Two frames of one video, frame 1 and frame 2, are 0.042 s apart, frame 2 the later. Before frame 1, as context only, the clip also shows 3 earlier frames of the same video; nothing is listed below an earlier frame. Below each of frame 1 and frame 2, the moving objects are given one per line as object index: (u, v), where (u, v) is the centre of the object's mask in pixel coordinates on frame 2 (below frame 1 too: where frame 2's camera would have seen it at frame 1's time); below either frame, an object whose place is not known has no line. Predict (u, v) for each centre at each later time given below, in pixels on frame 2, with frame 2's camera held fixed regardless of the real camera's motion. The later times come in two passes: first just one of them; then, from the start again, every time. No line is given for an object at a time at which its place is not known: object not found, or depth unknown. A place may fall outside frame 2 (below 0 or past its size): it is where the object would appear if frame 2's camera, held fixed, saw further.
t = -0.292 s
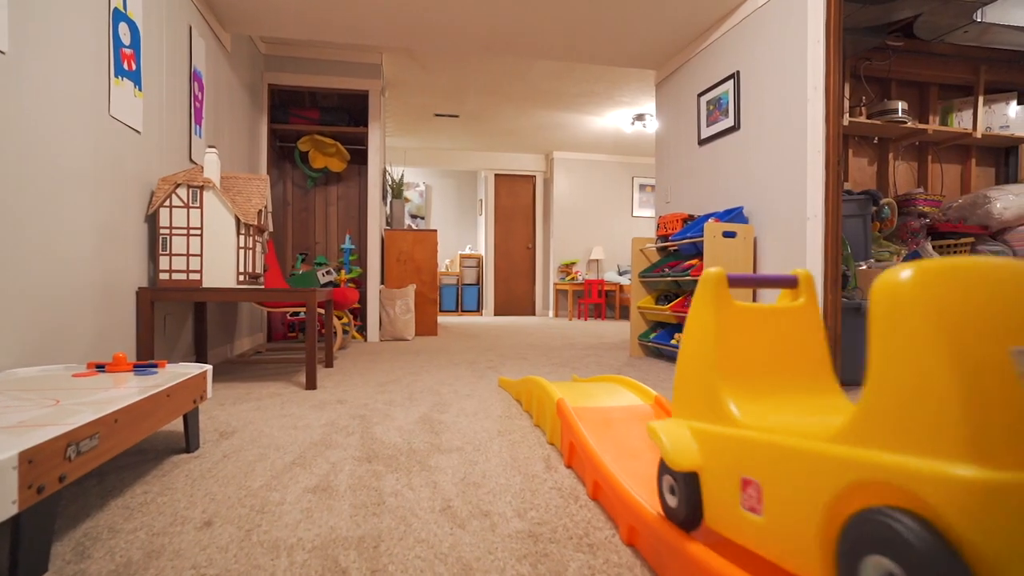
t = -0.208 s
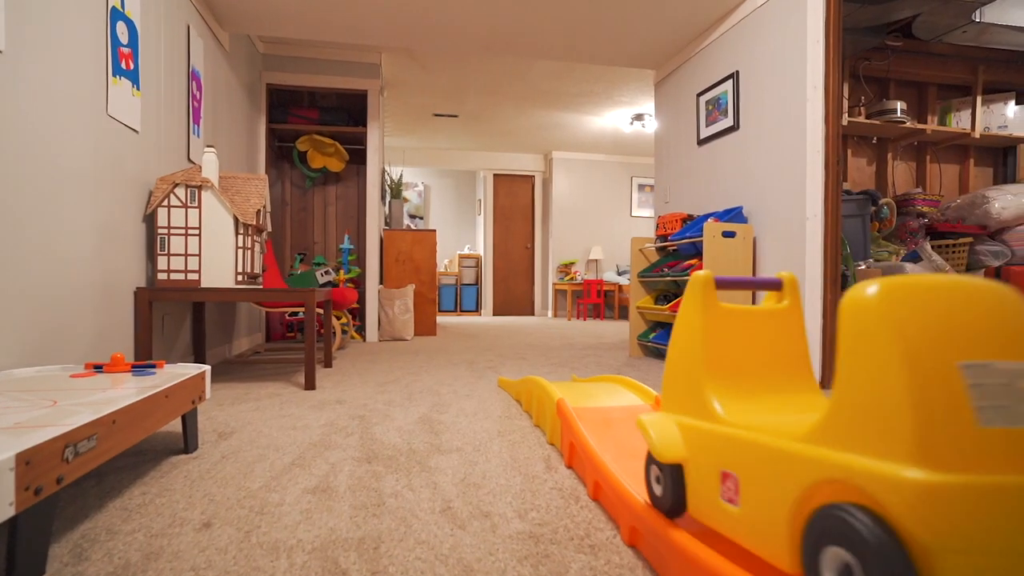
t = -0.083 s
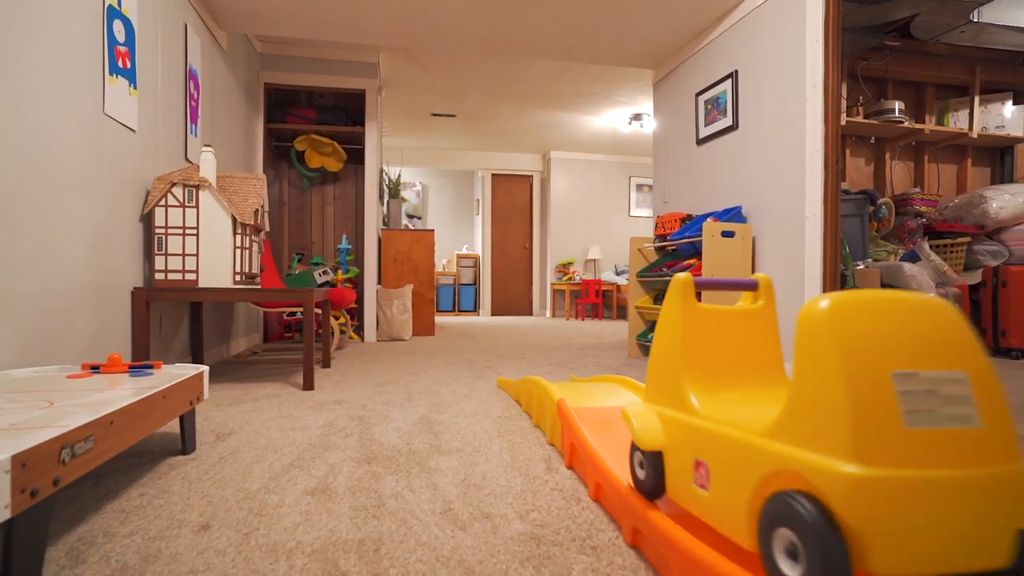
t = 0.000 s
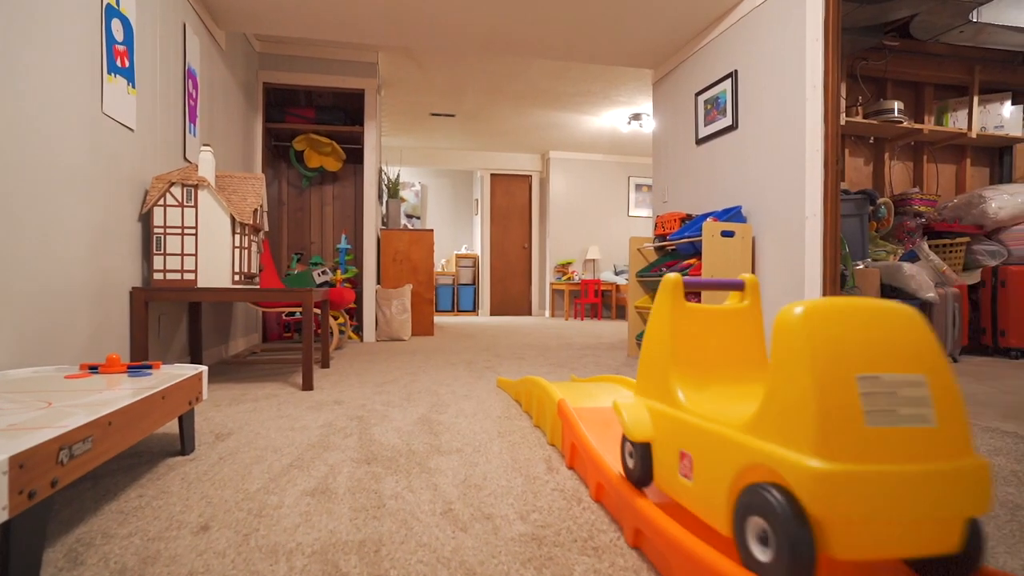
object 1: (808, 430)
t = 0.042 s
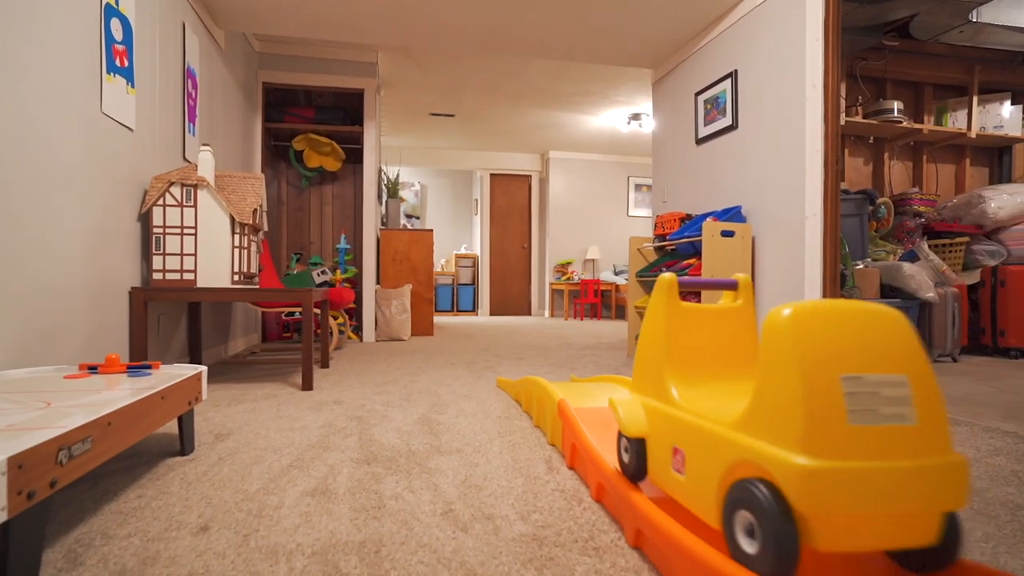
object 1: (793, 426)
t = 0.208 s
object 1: (741, 411)
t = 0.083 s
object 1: (778, 422)
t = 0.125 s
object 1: (764, 418)
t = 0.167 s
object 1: (752, 414)
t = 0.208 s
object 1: (741, 411)
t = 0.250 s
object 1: (730, 407)
